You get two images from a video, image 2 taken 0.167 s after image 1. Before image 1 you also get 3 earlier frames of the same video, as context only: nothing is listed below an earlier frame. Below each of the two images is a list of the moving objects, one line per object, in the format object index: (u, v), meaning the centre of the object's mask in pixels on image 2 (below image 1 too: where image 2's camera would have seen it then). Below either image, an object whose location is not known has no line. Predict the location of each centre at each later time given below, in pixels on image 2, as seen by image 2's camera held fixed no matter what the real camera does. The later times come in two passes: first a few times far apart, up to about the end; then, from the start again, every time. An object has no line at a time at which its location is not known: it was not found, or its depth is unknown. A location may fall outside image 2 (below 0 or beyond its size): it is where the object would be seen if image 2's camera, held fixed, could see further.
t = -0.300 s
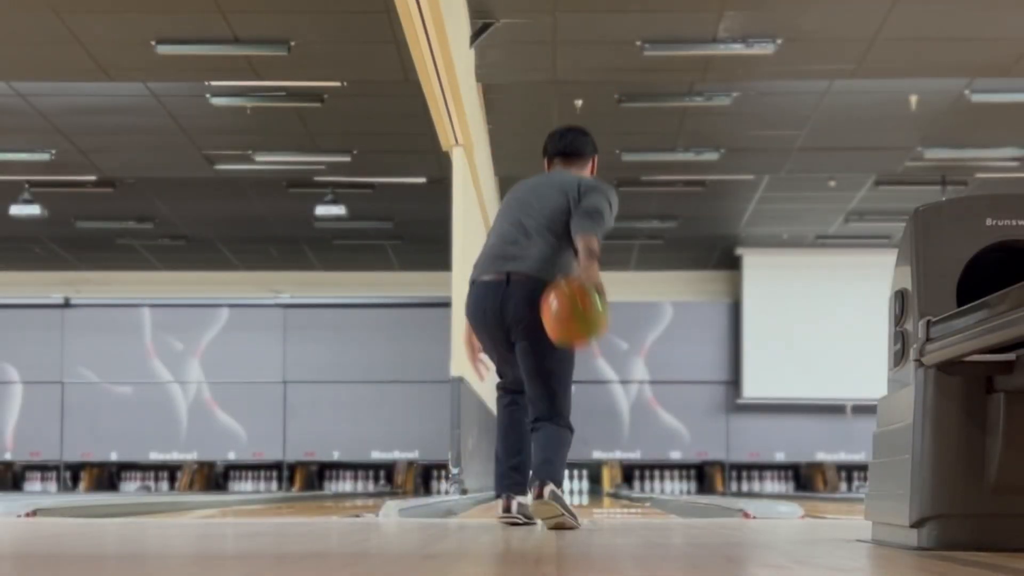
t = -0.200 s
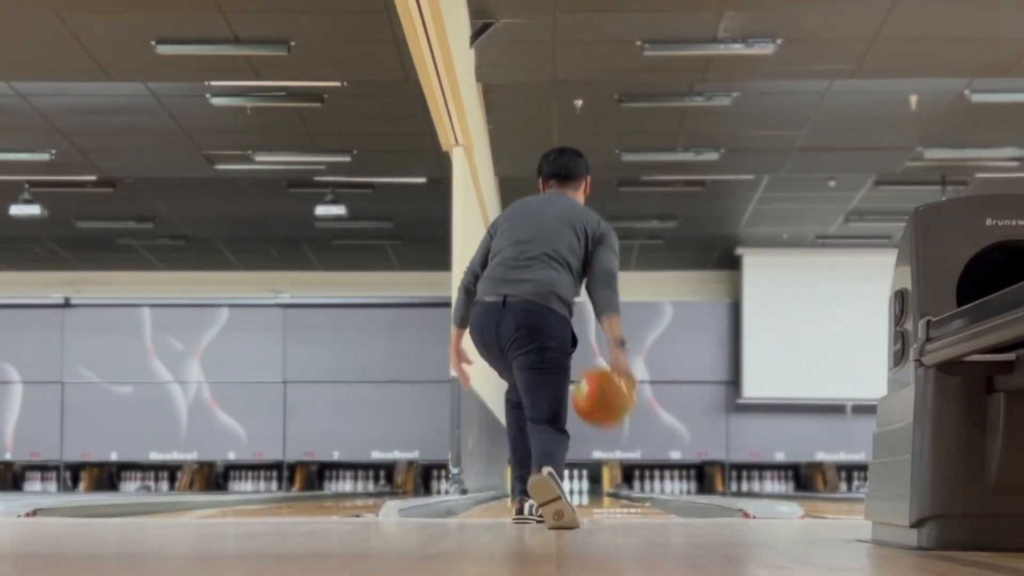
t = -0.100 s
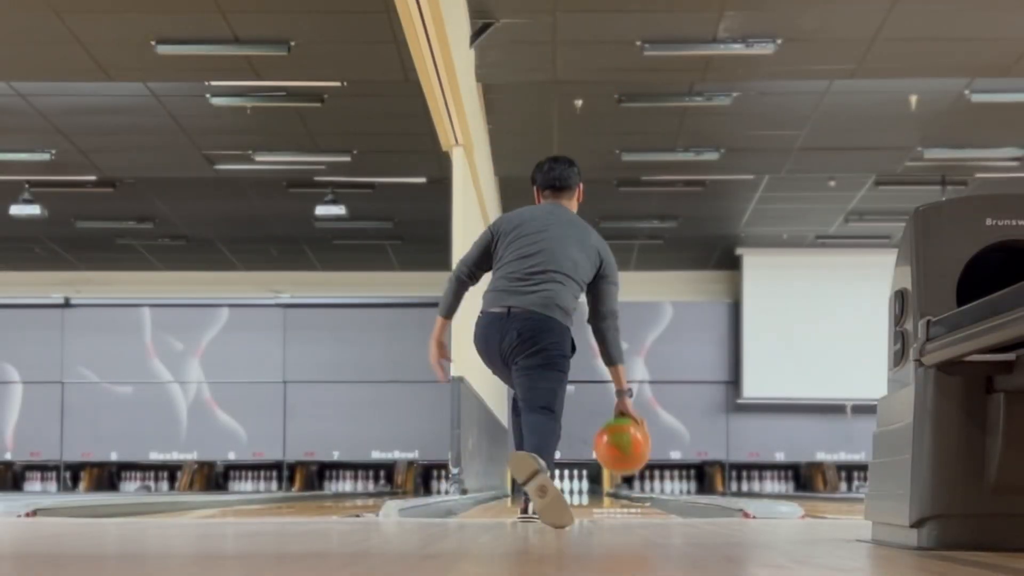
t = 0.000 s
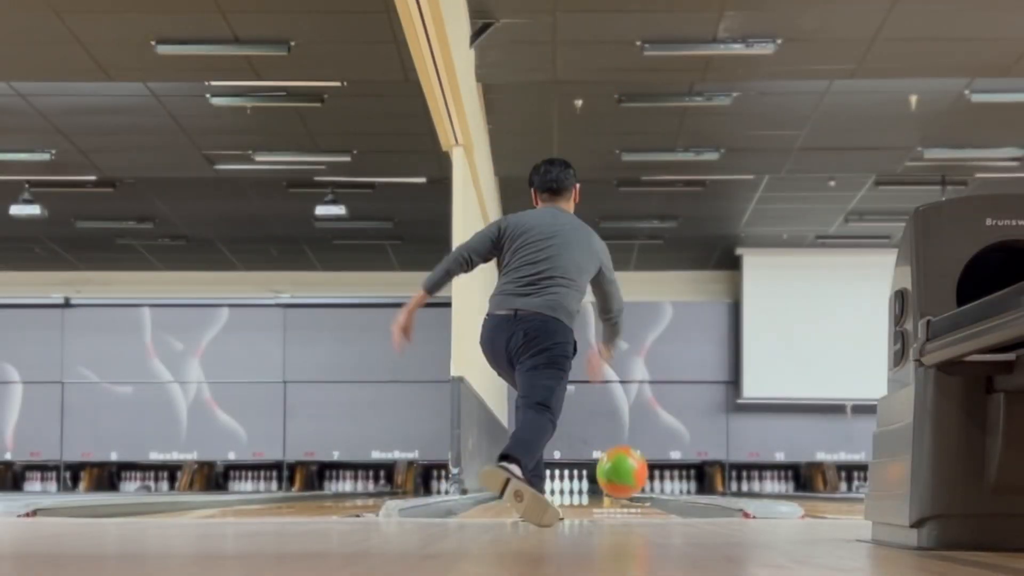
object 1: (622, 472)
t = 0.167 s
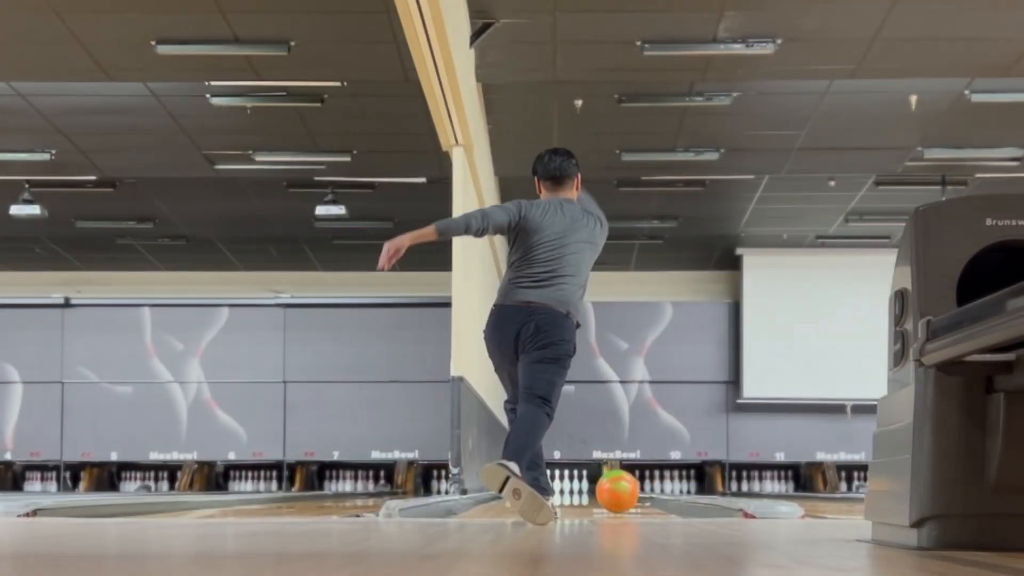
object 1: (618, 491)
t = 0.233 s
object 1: (616, 491)
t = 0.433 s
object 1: (612, 489)
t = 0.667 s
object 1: (608, 488)
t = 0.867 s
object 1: (604, 488)
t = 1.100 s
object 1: (600, 488)
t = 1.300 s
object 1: (597, 488)
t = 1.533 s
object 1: (592, 487)
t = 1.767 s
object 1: (588, 487)
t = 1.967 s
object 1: (583, 487)
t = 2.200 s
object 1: (577, 487)
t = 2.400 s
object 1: (571, 487)
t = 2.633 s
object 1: (563, 487)
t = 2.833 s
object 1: (557, 488)
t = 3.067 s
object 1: (550, 487)
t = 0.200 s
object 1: (617, 491)
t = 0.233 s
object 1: (616, 491)
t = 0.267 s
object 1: (615, 491)
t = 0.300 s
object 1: (614, 490)
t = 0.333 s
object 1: (614, 490)
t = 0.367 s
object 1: (613, 489)
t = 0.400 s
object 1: (612, 489)
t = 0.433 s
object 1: (612, 489)
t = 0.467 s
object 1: (611, 488)
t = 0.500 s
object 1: (611, 488)
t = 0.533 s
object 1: (610, 488)
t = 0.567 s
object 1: (610, 487)
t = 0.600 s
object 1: (608, 488)
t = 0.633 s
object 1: (608, 488)
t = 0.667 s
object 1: (608, 488)
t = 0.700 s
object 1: (607, 488)
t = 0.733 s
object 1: (606, 488)
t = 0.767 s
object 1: (606, 488)
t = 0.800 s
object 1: (605, 488)
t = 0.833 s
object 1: (605, 488)
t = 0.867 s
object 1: (604, 488)
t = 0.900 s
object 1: (604, 488)
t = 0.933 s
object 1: (603, 488)
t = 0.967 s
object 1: (602, 488)
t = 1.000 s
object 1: (602, 488)
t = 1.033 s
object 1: (601, 488)
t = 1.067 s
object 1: (601, 488)
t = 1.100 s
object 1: (600, 488)
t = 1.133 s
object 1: (600, 488)
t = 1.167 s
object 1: (599, 488)
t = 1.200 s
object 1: (599, 487)
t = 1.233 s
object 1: (598, 488)
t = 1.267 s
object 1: (597, 488)
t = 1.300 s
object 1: (597, 488)
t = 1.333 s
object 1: (597, 488)
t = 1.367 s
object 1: (596, 488)
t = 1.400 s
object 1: (595, 488)
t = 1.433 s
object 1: (595, 488)
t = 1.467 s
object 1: (594, 488)
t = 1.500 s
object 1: (593, 487)
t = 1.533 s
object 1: (592, 487)
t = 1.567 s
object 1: (592, 487)
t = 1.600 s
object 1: (591, 487)
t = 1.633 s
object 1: (590, 487)
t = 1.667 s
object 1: (590, 487)
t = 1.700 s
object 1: (589, 487)
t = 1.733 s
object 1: (588, 487)
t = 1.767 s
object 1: (588, 487)
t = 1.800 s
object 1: (587, 487)
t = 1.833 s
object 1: (586, 487)
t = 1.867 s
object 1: (585, 487)
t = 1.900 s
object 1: (585, 487)
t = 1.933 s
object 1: (584, 487)
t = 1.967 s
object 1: (583, 487)
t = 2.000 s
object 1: (582, 486)
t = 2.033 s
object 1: (581, 487)
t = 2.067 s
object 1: (581, 487)
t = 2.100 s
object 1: (581, 486)
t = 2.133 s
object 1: (579, 487)
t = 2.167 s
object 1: (579, 487)
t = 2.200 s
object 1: (577, 487)
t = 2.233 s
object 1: (576, 488)
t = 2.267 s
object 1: (575, 487)
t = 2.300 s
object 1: (574, 487)
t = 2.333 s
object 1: (573, 487)
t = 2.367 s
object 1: (572, 487)
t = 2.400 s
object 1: (571, 487)
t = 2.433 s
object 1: (571, 486)
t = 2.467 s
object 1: (569, 487)
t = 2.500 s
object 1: (567, 487)
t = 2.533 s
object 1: (566, 487)
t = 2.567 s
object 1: (565, 487)
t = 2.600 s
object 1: (564, 487)
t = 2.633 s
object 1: (563, 487)
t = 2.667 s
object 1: (562, 487)
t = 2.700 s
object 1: (561, 487)
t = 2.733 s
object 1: (560, 487)
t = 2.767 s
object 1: (559, 488)
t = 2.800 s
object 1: (558, 487)
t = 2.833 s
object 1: (557, 488)
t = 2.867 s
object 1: (557, 487)
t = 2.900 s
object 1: (555, 487)
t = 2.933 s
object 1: (554, 487)
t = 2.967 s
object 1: (553, 487)
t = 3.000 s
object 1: (552, 487)
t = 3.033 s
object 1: (551, 488)
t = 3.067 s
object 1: (550, 487)
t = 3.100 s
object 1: (548, 487)
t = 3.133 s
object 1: (547, 486)
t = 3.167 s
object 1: (544, 487)
